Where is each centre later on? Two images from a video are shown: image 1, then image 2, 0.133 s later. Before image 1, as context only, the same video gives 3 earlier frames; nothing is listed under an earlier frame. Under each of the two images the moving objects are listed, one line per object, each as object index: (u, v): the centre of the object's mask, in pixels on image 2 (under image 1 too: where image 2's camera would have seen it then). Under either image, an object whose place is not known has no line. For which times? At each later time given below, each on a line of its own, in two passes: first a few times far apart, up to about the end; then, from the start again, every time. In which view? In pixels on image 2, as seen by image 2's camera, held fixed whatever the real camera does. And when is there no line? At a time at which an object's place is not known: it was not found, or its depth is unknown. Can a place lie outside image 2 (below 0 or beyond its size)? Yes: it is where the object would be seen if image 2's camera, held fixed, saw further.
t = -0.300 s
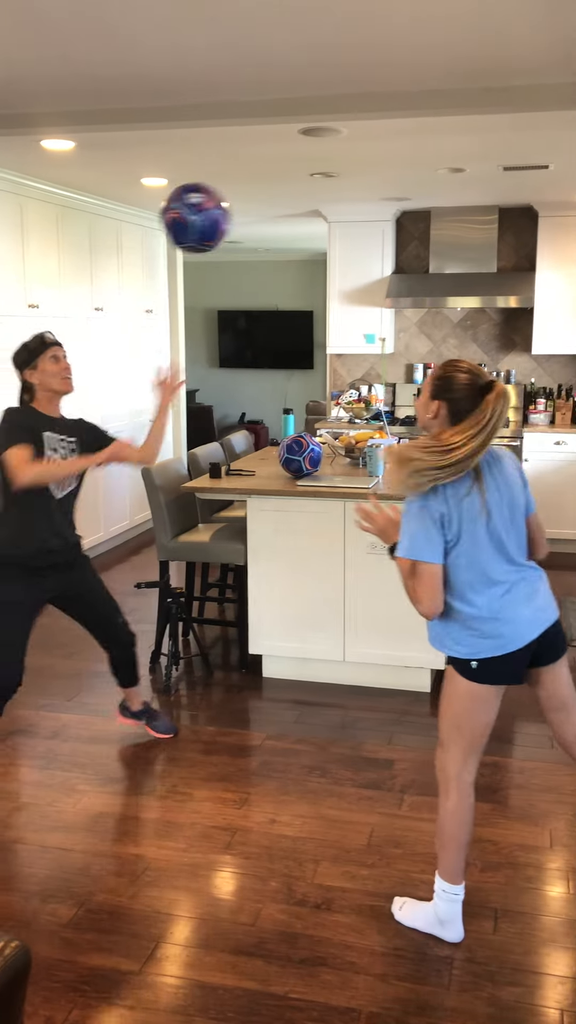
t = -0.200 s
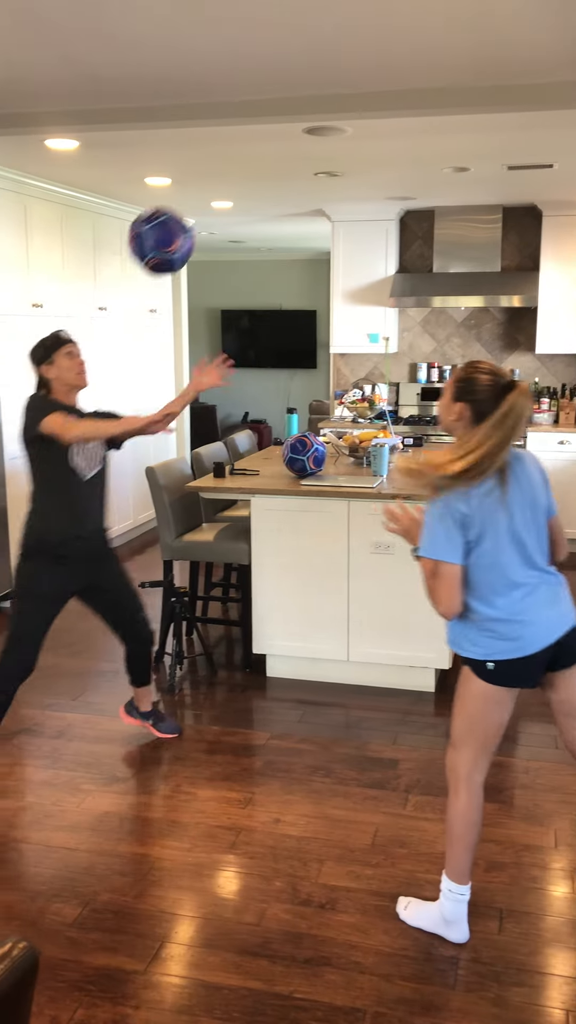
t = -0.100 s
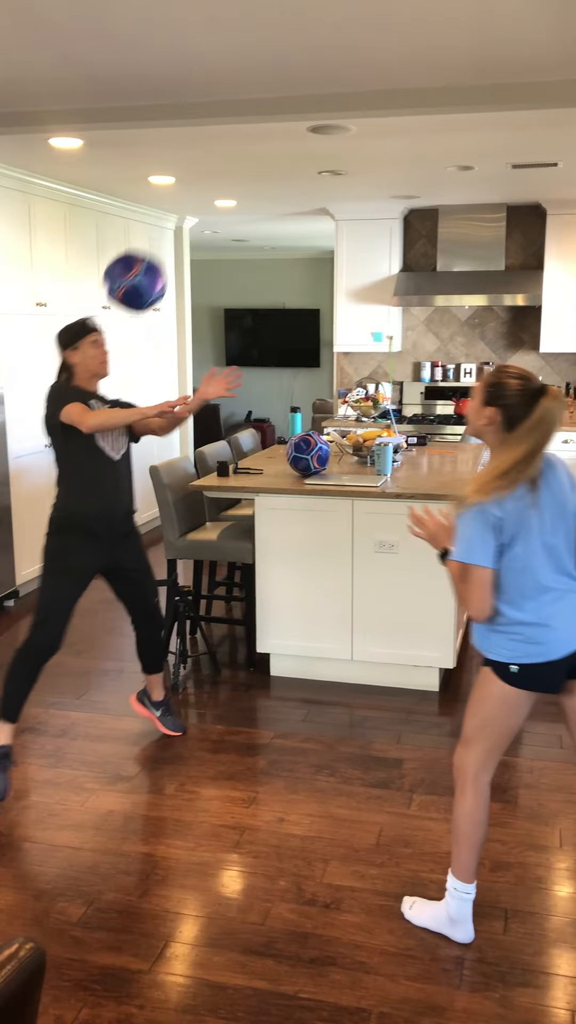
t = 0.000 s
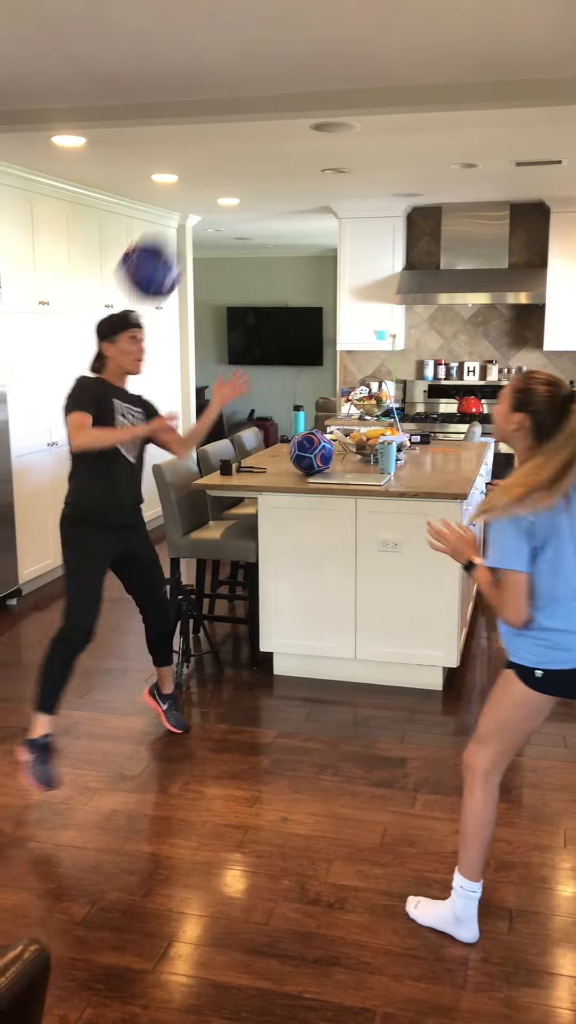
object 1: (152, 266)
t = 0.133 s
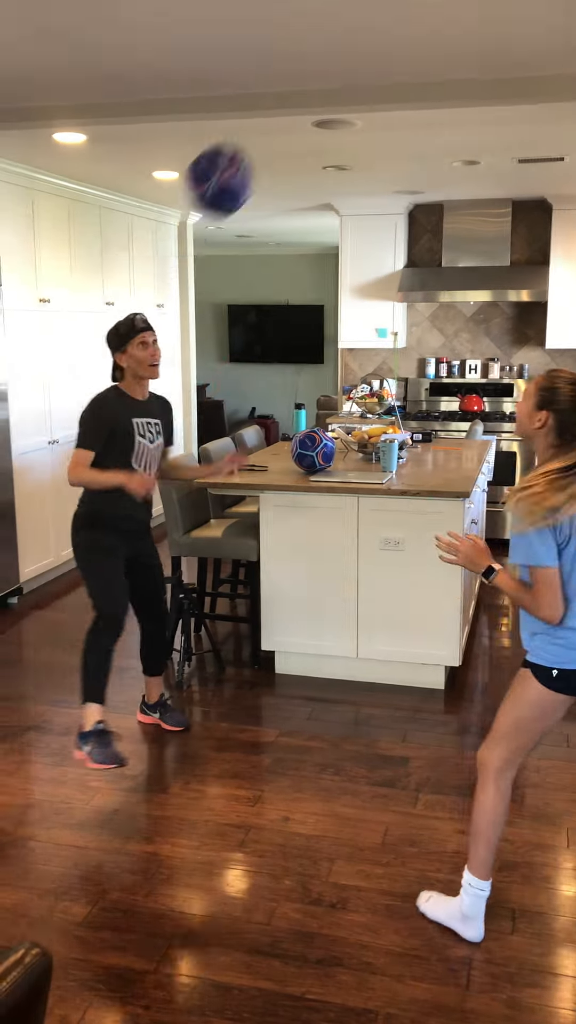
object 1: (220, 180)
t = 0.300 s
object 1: (307, 120)
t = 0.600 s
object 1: (470, 183)
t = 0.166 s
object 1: (238, 163)
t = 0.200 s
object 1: (255, 150)
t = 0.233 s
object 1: (273, 138)
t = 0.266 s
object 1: (289, 128)
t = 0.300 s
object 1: (307, 120)
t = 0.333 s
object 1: (326, 115)
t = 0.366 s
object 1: (343, 113)
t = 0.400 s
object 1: (361, 114)
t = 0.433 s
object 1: (379, 118)
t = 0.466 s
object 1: (397, 125)
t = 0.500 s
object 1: (414, 135)
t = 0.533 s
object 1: (433, 147)
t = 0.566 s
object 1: (451, 163)
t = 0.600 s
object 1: (470, 183)
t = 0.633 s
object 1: (488, 204)
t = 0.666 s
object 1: (508, 232)
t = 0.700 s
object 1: (522, 260)
